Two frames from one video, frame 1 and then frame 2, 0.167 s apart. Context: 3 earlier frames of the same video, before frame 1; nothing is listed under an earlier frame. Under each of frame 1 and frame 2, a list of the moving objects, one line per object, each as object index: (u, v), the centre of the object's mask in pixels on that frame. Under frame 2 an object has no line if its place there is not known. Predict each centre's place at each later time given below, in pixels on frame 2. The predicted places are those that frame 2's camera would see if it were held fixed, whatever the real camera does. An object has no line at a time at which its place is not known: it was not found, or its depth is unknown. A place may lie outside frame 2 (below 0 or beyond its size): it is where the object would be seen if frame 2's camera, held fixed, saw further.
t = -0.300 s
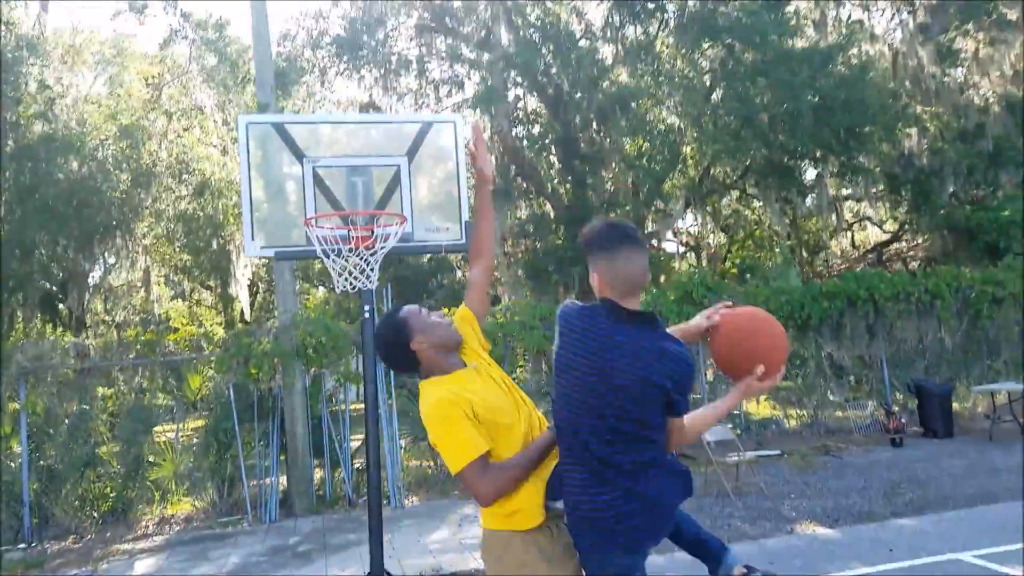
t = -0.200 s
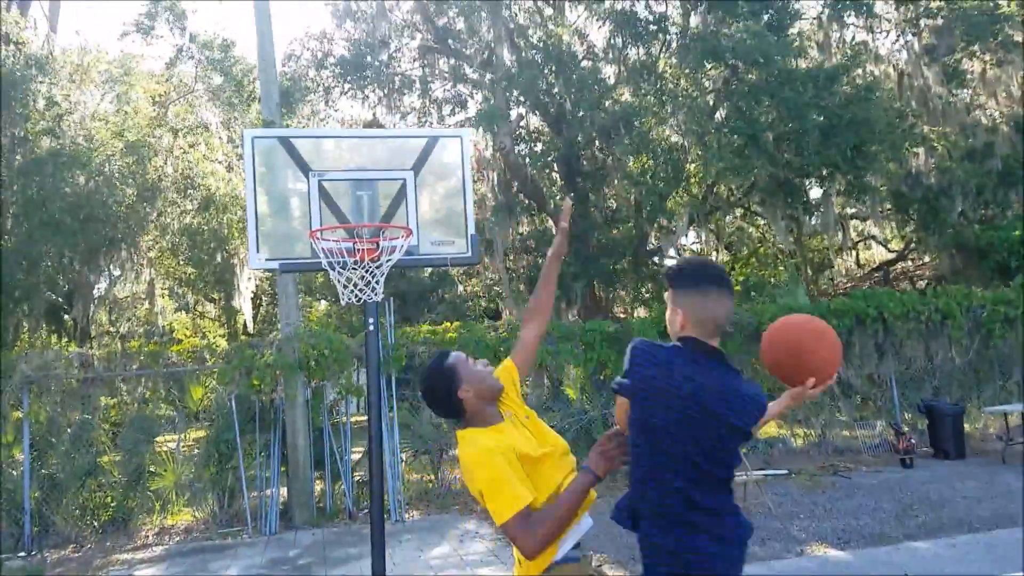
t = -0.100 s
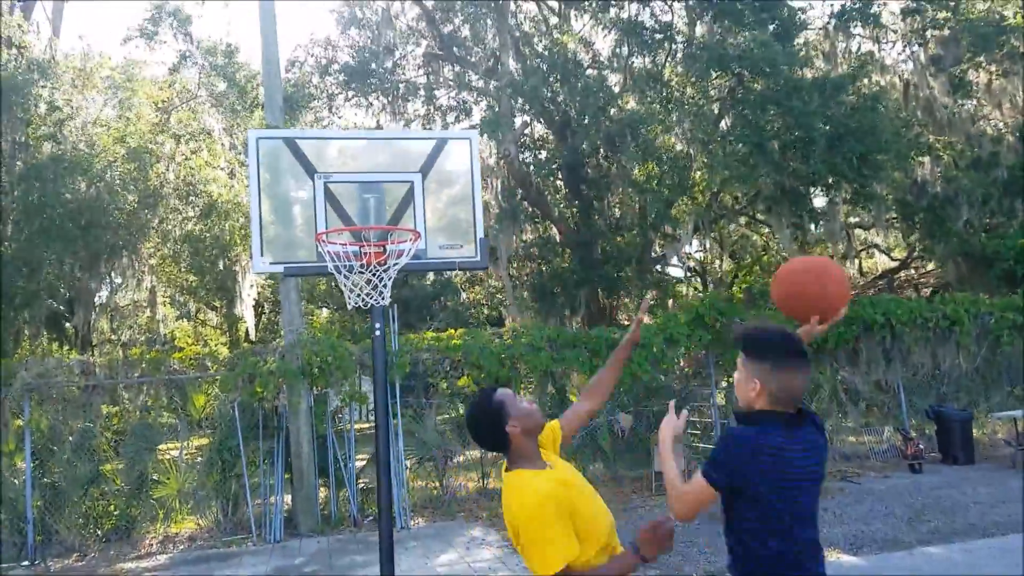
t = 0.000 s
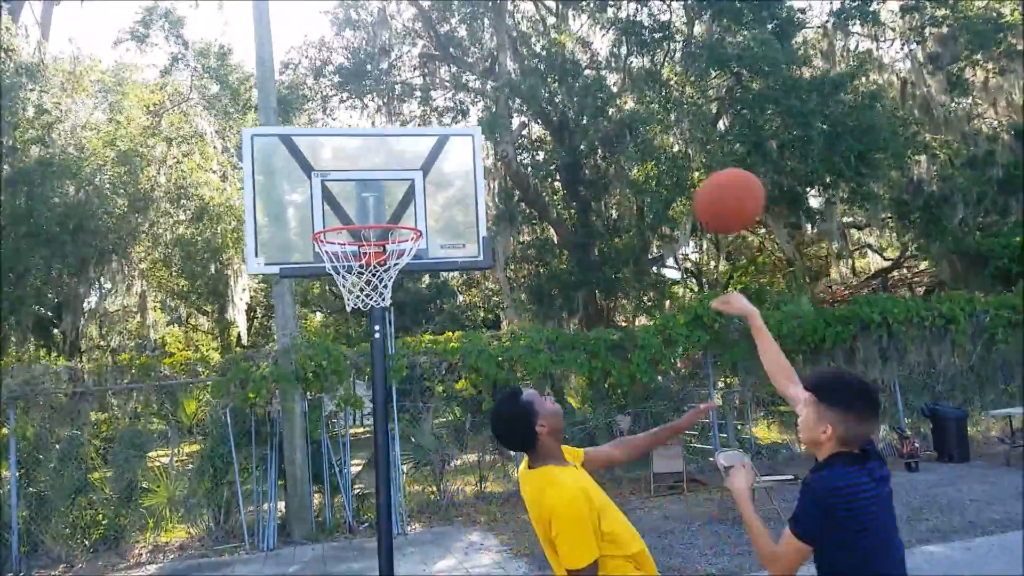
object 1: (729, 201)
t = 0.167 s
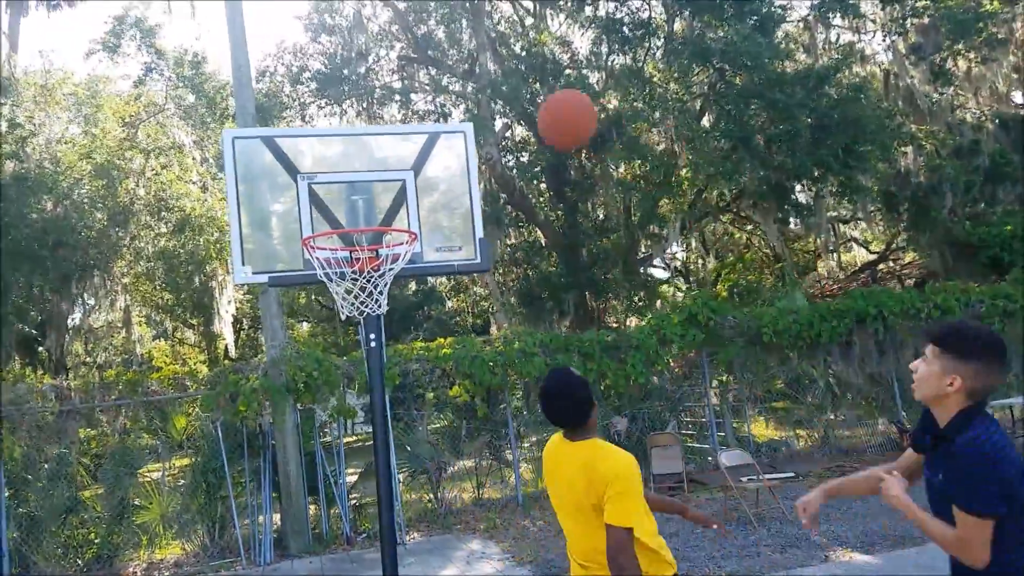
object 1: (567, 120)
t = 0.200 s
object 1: (542, 114)
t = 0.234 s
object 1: (519, 110)
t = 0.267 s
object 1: (493, 111)
